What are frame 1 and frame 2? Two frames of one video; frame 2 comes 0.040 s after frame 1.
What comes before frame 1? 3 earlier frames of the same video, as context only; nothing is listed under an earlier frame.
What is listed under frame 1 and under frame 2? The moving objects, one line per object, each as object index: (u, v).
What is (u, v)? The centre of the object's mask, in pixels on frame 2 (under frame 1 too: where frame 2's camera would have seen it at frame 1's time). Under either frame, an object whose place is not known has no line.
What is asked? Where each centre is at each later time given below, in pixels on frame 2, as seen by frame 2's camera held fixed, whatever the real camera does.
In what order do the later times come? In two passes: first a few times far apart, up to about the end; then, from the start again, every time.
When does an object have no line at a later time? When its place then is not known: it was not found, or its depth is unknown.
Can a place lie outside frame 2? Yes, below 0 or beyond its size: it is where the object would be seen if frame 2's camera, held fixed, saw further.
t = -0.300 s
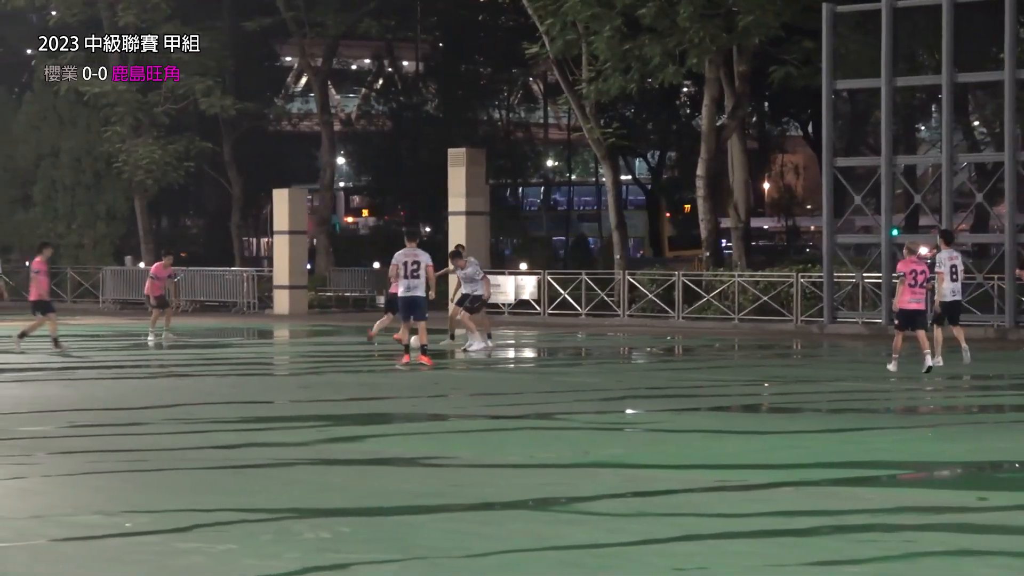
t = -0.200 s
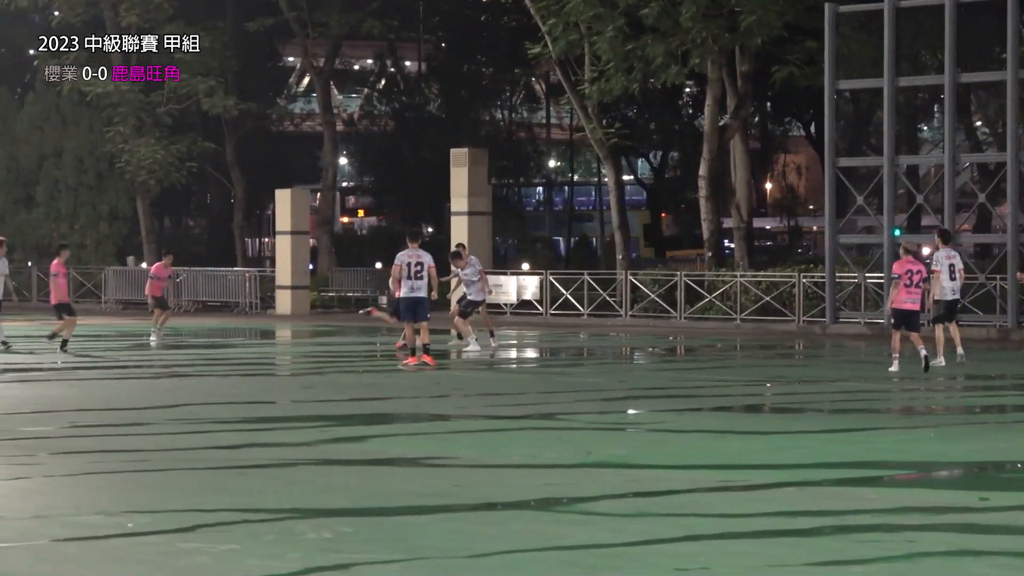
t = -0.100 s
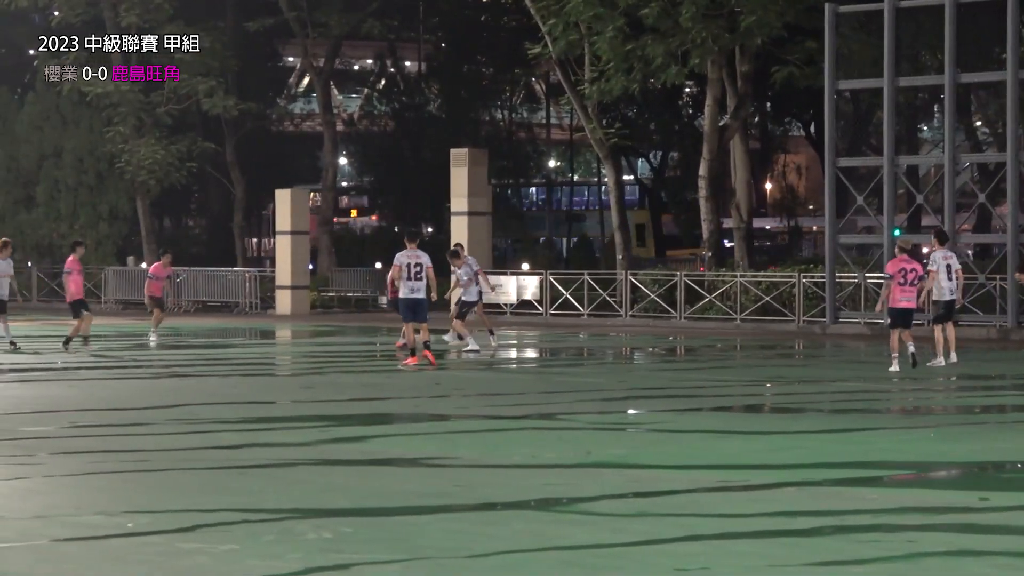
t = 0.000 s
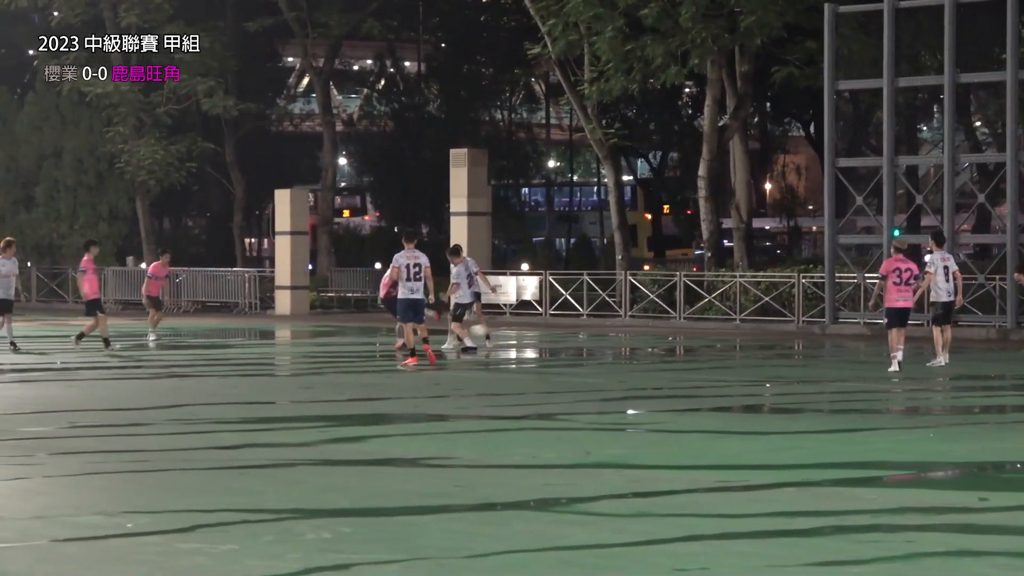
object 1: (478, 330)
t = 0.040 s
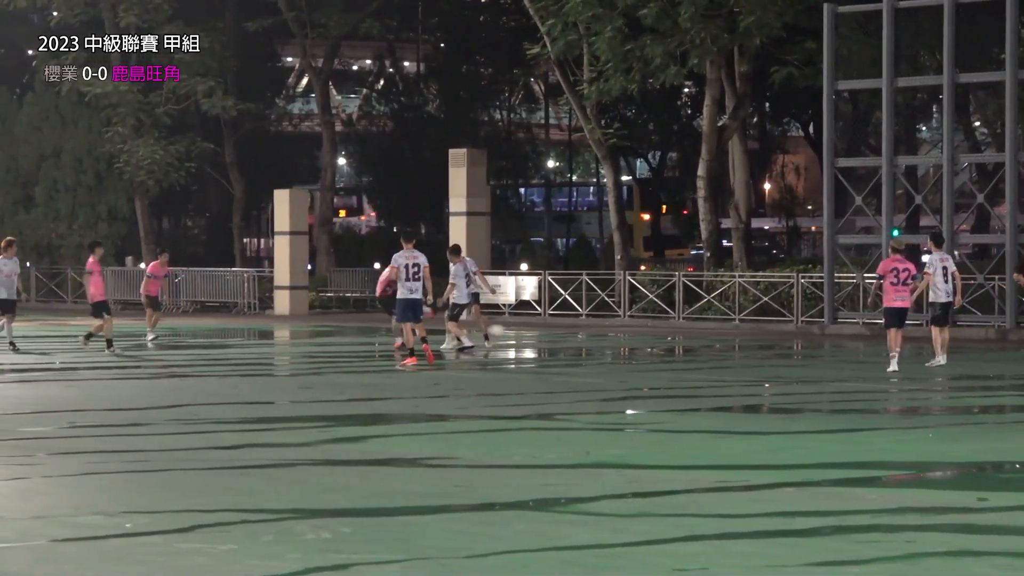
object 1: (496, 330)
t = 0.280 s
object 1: (597, 337)
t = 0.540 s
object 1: (682, 342)
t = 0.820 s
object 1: (758, 343)
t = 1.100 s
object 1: (810, 342)
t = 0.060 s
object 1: (504, 331)
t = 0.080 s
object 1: (514, 331)
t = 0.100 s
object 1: (522, 331)
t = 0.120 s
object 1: (533, 333)
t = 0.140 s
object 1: (541, 334)
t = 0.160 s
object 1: (549, 335)
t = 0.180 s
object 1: (558, 337)
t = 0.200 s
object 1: (567, 339)
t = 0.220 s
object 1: (576, 341)
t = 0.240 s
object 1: (583, 340)
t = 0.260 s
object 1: (590, 339)
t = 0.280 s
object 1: (597, 337)
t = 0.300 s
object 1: (603, 336)
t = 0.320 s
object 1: (610, 335)
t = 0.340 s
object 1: (616, 335)
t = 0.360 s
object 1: (623, 334)
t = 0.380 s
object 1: (630, 334)
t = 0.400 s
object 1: (636, 334)
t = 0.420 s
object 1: (643, 334)
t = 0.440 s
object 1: (649, 335)
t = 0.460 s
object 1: (656, 336)
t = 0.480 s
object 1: (663, 337)
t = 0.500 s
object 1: (669, 339)
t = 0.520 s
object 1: (676, 341)
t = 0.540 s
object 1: (682, 342)
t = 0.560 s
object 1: (688, 342)
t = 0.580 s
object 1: (694, 341)
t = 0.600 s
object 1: (699, 339)
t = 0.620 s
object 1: (705, 338)
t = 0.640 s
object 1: (710, 338)
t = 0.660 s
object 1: (715, 337)
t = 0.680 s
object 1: (721, 337)
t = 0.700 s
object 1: (726, 337)
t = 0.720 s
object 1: (732, 337)
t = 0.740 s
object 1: (737, 338)
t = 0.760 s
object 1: (742, 339)
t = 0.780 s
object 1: (748, 340)
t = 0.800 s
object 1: (753, 341)
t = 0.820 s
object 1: (758, 343)
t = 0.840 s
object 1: (763, 343)
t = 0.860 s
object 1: (767, 342)
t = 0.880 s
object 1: (770, 341)
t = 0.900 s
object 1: (774, 340)
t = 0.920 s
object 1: (778, 340)
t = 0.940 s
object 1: (782, 339)
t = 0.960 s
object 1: (785, 339)
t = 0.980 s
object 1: (789, 340)
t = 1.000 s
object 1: (793, 340)
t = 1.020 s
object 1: (796, 341)
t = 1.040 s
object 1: (800, 342)
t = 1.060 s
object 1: (803, 343)
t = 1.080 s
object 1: (807, 343)
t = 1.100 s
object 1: (810, 342)
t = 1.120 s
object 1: (814, 341)
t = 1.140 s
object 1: (817, 341)
